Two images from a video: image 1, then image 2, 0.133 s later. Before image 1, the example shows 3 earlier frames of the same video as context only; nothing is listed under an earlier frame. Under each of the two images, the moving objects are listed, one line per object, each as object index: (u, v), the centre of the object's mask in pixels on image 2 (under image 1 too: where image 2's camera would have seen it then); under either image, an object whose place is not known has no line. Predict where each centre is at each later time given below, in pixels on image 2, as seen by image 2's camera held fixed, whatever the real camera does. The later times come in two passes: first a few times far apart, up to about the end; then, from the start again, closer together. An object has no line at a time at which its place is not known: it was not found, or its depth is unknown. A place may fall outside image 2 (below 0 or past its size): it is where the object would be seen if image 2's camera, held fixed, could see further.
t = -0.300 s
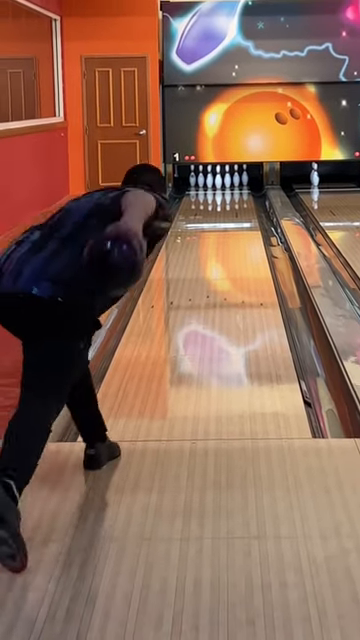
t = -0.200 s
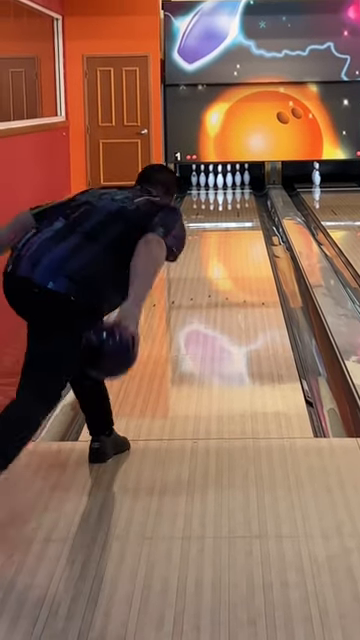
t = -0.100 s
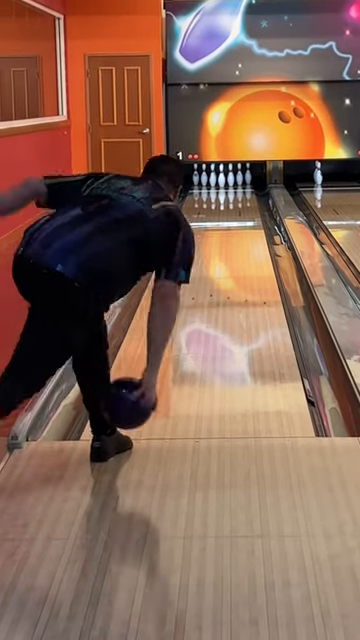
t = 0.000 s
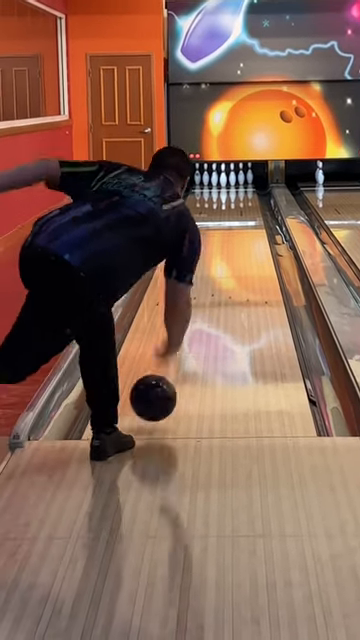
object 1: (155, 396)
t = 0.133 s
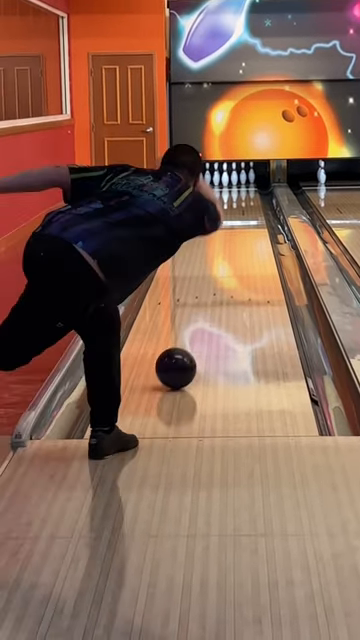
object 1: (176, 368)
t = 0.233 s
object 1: (188, 345)
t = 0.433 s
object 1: (206, 309)
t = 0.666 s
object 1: (223, 278)
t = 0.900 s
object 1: (232, 256)
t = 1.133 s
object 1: (239, 239)
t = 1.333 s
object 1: (244, 227)
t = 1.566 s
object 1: (249, 215)
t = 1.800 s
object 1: (251, 205)
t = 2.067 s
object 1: (249, 197)
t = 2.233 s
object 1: (246, 192)
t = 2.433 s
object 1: (241, 188)
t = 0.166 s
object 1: (180, 360)
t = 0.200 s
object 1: (184, 352)
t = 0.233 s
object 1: (188, 345)
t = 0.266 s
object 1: (191, 338)
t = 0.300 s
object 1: (195, 331)
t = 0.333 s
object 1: (198, 325)
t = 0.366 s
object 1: (201, 320)
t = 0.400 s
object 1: (203, 314)
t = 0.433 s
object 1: (206, 309)
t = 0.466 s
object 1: (209, 304)
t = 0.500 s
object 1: (211, 299)
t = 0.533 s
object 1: (213, 295)
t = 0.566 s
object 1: (210, 293)
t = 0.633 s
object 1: (226, 281)
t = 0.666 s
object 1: (223, 278)
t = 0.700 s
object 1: (223, 275)
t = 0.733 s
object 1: (225, 271)
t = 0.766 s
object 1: (226, 268)
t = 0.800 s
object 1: (228, 264)
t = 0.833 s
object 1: (229, 262)
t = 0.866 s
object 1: (231, 258)
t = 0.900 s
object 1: (232, 256)
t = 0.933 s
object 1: (233, 253)
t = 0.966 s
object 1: (234, 252)
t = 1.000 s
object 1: (235, 249)
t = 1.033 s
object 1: (237, 246)
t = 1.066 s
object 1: (237, 244)
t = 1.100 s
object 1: (238, 242)
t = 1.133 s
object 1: (239, 239)
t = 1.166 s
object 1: (240, 237)
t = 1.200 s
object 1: (241, 235)
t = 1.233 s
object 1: (242, 233)
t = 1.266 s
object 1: (243, 231)
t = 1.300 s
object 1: (244, 229)
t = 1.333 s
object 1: (244, 227)
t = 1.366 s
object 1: (245, 225)
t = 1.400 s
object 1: (246, 223)
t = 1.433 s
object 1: (247, 222)
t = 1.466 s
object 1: (247, 220)
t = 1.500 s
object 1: (248, 218)
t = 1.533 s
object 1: (248, 217)
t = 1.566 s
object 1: (249, 215)
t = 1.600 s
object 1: (249, 213)
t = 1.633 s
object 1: (250, 212)
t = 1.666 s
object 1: (250, 211)
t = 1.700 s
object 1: (251, 209)
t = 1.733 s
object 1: (250, 208)
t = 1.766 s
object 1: (251, 206)
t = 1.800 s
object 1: (251, 205)
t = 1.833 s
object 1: (251, 204)
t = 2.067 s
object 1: (249, 197)
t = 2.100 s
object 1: (249, 196)
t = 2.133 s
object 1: (248, 195)
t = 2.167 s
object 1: (248, 194)
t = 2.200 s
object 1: (247, 193)
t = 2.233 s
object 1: (246, 192)
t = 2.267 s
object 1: (246, 191)
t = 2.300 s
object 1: (245, 191)
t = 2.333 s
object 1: (244, 190)
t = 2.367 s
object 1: (244, 189)
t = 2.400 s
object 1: (242, 188)
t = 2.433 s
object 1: (241, 188)
